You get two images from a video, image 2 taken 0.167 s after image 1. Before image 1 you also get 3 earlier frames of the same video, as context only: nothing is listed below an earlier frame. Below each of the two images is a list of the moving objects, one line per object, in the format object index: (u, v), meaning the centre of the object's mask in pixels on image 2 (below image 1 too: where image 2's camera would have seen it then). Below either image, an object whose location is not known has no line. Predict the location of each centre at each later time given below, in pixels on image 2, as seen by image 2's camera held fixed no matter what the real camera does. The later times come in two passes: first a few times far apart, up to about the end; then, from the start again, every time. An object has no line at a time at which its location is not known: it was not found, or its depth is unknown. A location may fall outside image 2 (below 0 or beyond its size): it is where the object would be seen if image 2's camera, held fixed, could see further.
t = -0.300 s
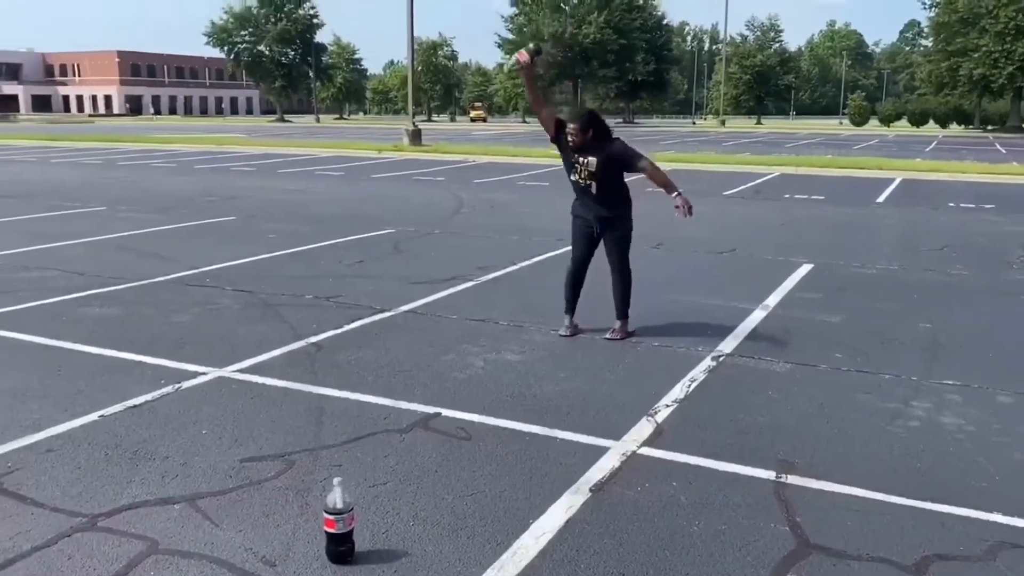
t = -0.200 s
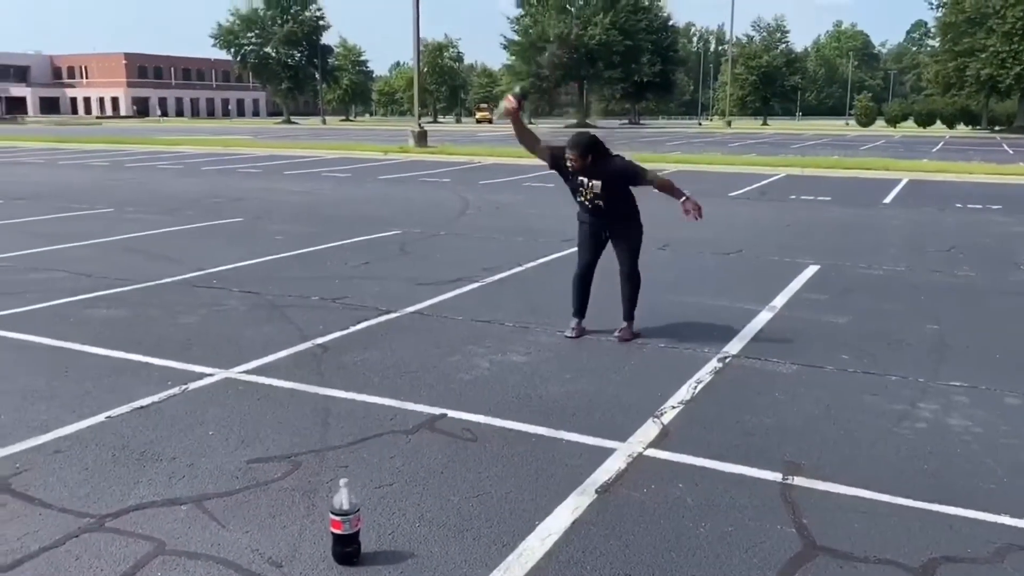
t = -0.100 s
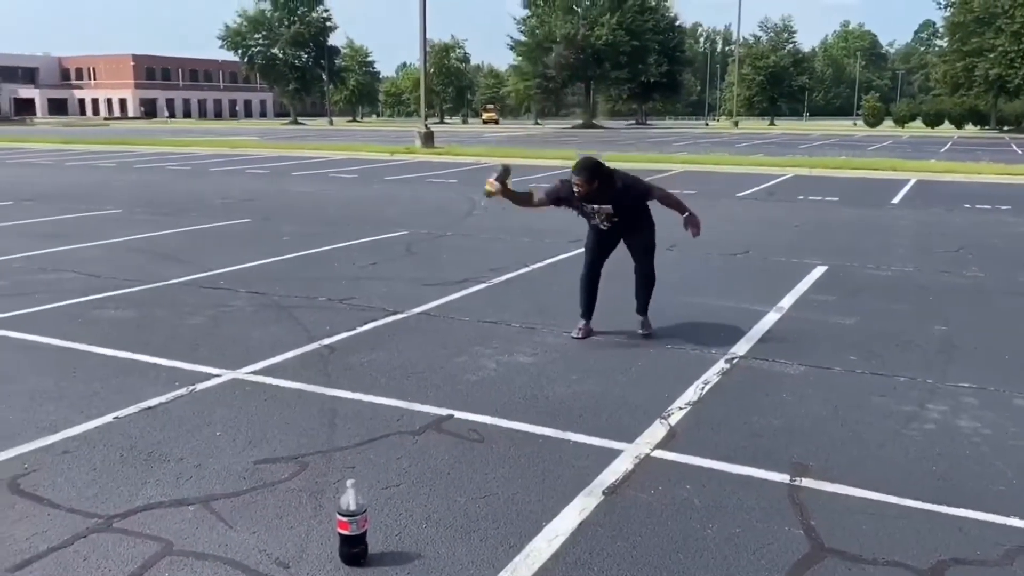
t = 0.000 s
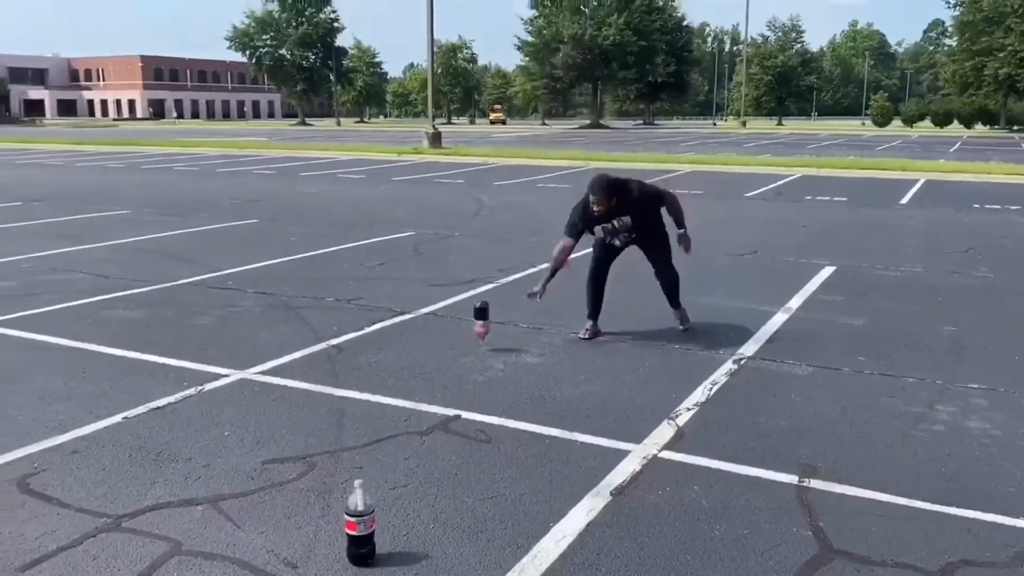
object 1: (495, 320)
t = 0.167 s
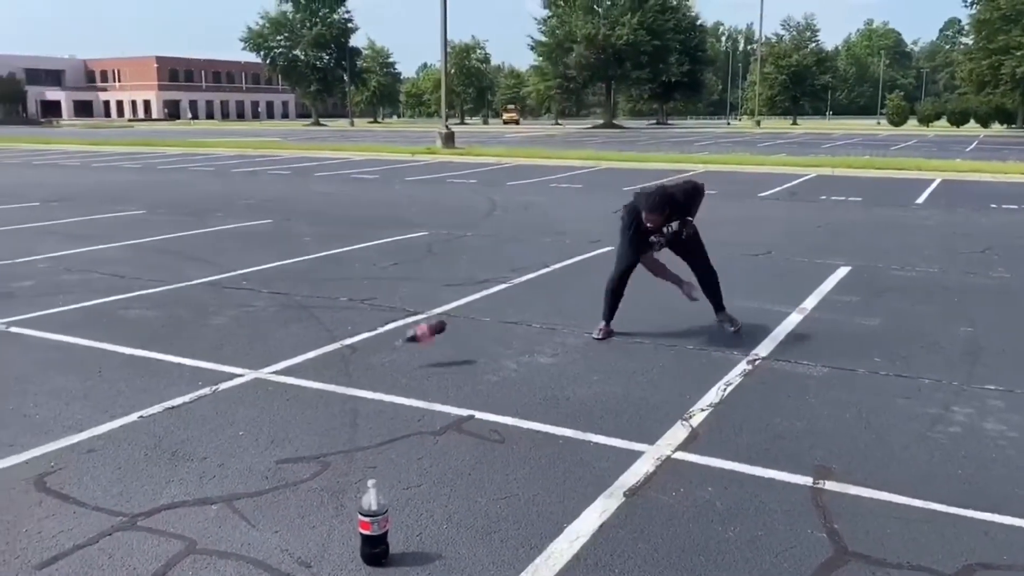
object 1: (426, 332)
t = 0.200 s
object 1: (411, 332)
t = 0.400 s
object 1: (317, 367)
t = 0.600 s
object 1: (245, 400)
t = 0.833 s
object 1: (155, 417)
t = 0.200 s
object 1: (411, 332)
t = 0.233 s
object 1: (398, 332)
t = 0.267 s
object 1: (384, 335)
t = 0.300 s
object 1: (367, 340)
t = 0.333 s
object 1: (350, 346)
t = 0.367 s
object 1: (334, 355)
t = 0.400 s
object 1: (317, 367)
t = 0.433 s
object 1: (302, 373)
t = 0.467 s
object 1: (291, 375)
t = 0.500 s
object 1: (278, 378)
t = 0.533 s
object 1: (266, 382)
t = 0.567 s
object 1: (258, 394)
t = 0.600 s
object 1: (245, 400)
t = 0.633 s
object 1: (226, 403)
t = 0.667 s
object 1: (216, 404)
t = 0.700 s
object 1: (204, 406)
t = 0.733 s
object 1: (195, 407)
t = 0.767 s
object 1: (181, 410)
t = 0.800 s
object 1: (168, 414)
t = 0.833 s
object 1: (155, 417)
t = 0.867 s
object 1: (141, 421)
